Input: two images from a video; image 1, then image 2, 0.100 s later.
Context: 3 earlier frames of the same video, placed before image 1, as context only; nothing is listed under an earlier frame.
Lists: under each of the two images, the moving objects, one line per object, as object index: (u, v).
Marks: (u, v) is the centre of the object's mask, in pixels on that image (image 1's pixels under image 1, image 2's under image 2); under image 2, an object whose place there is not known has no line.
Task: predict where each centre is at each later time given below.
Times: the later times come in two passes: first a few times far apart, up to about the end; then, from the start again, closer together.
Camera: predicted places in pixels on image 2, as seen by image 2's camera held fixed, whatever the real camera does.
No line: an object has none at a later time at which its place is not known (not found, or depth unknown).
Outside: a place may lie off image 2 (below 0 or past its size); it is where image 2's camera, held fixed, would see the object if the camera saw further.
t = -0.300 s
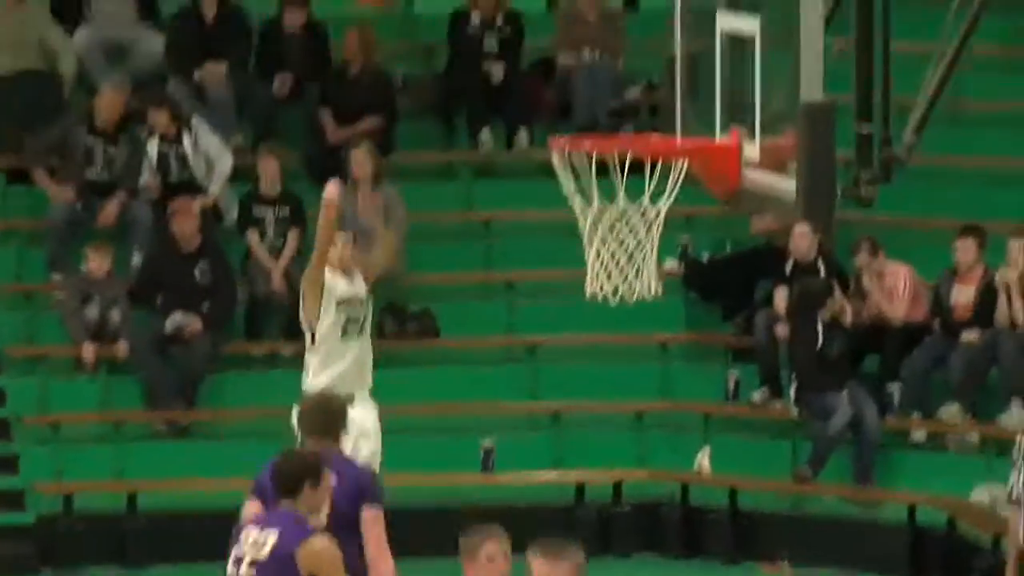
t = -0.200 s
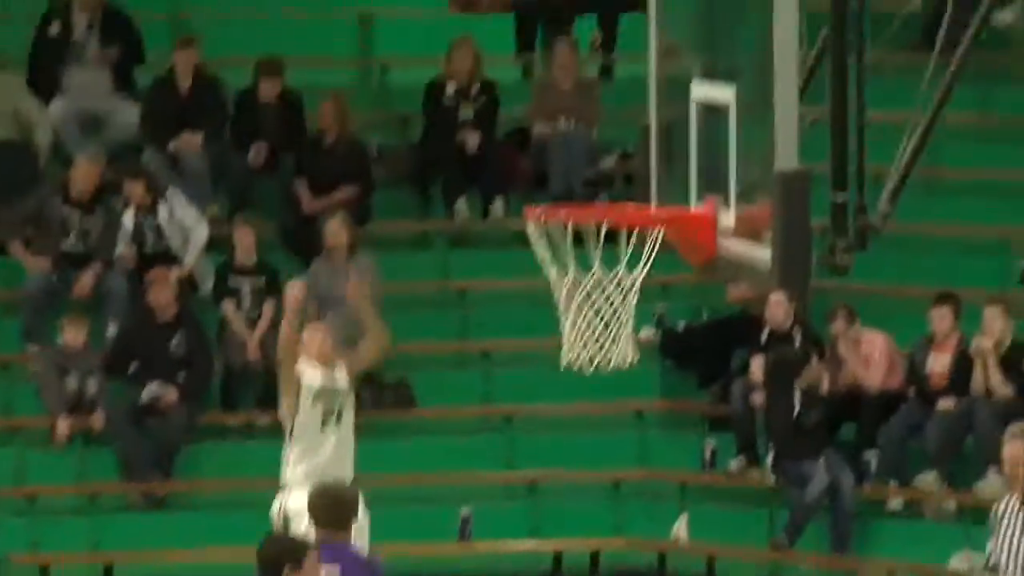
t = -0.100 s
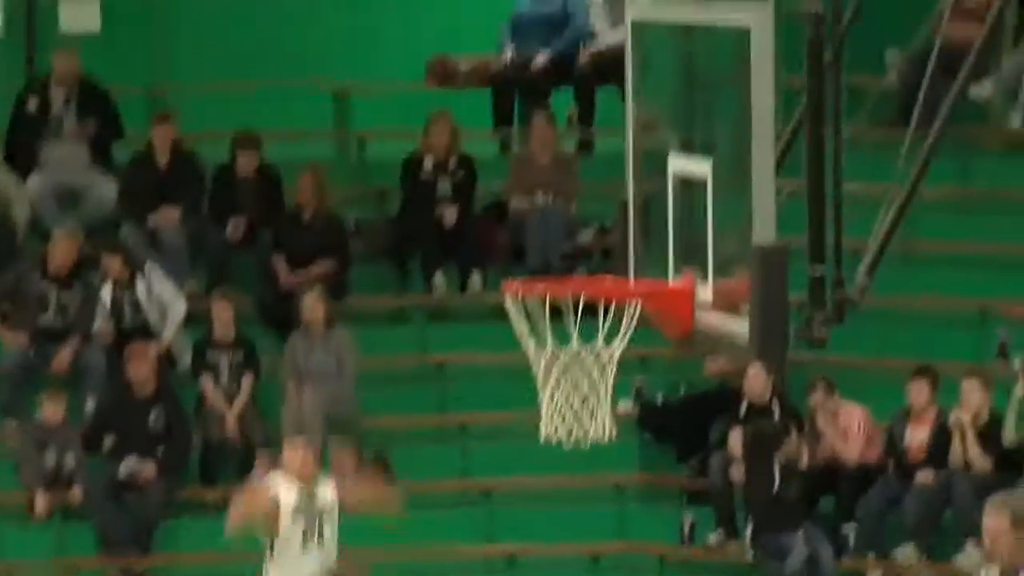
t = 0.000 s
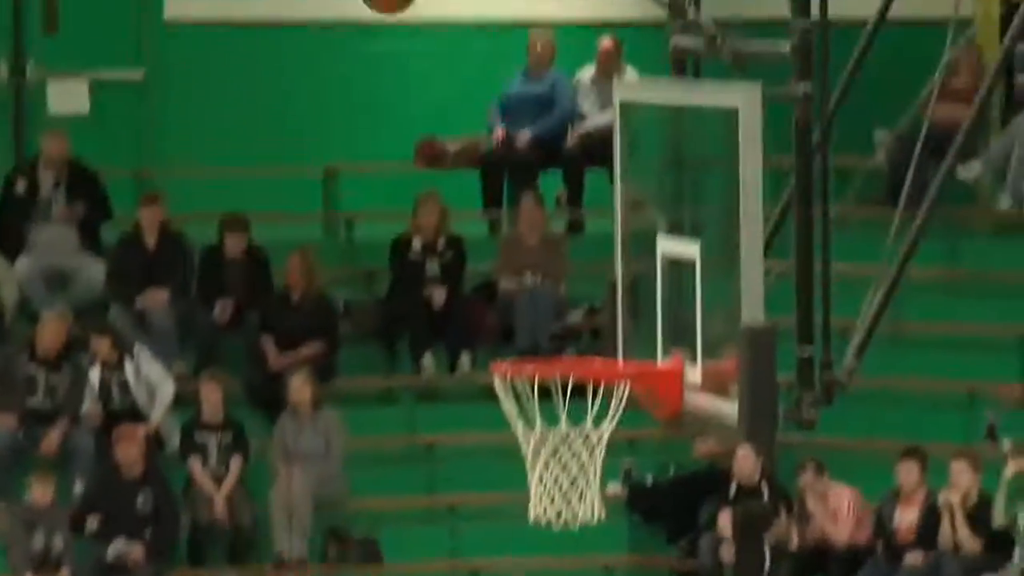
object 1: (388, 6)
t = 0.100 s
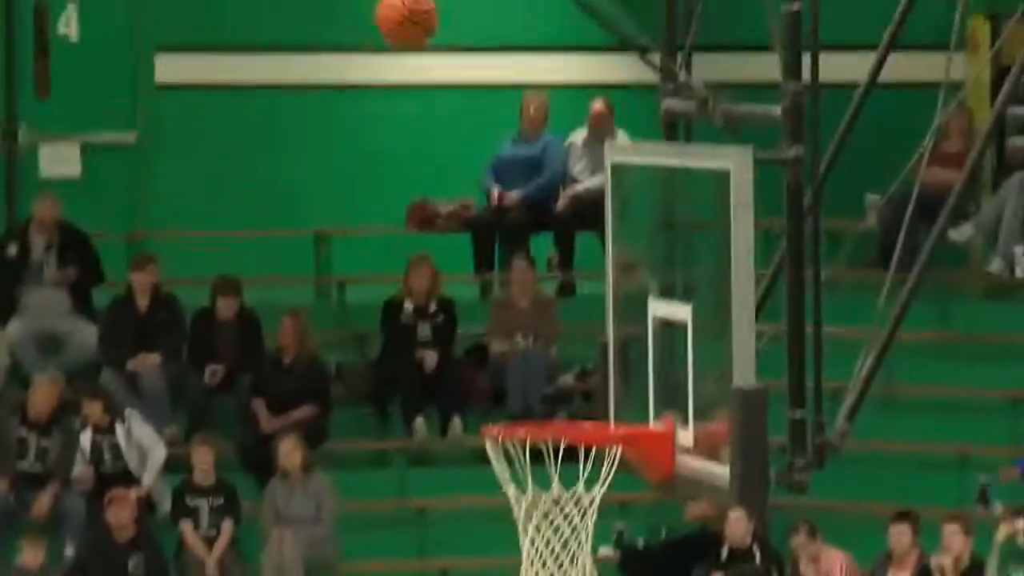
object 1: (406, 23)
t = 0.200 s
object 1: (433, 11)
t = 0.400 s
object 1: (490, 80)
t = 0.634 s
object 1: (561, 311)
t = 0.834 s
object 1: (538, 554)
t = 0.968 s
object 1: (471, 649)
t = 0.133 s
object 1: (415, 13)
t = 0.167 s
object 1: (423, 10)
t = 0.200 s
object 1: (433, 11)
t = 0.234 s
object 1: (442, 15)
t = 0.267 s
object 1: (451, 22)
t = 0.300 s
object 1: (461, 31)
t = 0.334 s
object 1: (470, 45)
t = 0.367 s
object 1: (480, 60)
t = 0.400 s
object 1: (490, 80)
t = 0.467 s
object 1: (510, 130)
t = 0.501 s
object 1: (520, 158)
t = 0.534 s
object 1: (530, 193)
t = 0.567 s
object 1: (540, 229)
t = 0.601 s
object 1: (550, 268)
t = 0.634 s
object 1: (561, 311)
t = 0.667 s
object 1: (572, 361)
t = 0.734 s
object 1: (582, 469)
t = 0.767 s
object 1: (568, 492)
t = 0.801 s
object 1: (552, 527)
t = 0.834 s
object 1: (538, 554)
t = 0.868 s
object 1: (521, 574)
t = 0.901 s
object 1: (504, 604)
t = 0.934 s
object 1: (487, 629)
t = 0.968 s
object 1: (471, 649)
